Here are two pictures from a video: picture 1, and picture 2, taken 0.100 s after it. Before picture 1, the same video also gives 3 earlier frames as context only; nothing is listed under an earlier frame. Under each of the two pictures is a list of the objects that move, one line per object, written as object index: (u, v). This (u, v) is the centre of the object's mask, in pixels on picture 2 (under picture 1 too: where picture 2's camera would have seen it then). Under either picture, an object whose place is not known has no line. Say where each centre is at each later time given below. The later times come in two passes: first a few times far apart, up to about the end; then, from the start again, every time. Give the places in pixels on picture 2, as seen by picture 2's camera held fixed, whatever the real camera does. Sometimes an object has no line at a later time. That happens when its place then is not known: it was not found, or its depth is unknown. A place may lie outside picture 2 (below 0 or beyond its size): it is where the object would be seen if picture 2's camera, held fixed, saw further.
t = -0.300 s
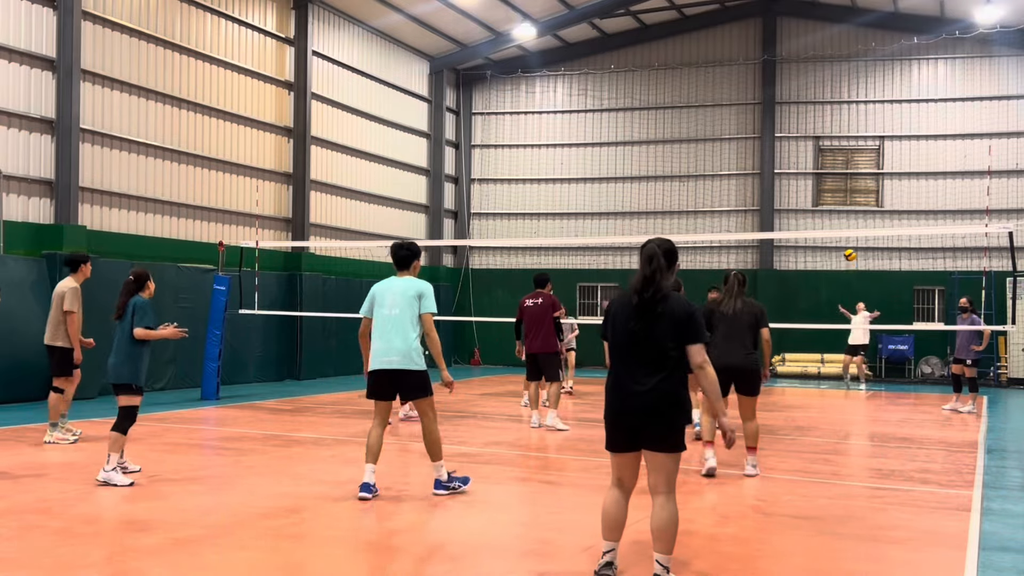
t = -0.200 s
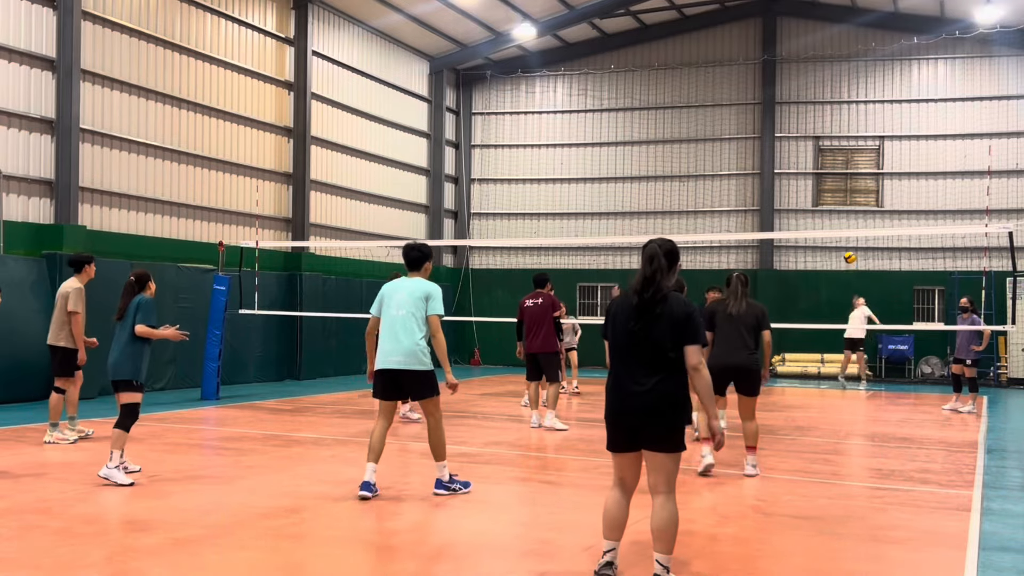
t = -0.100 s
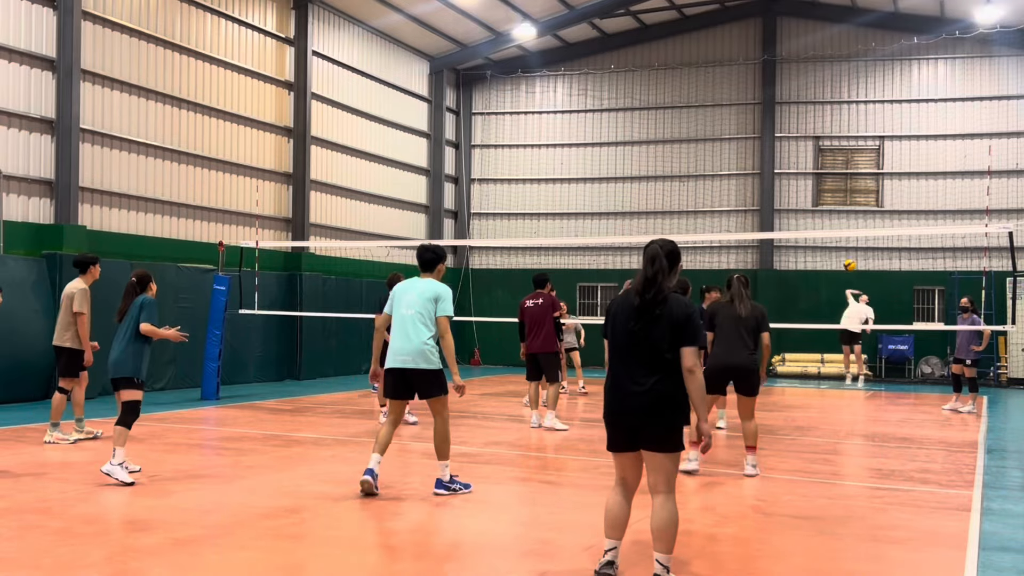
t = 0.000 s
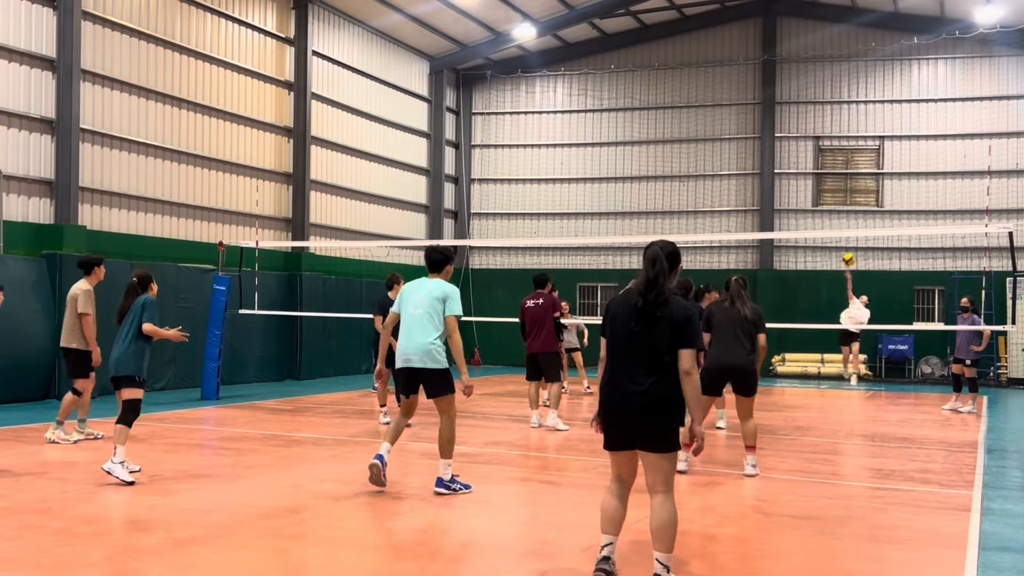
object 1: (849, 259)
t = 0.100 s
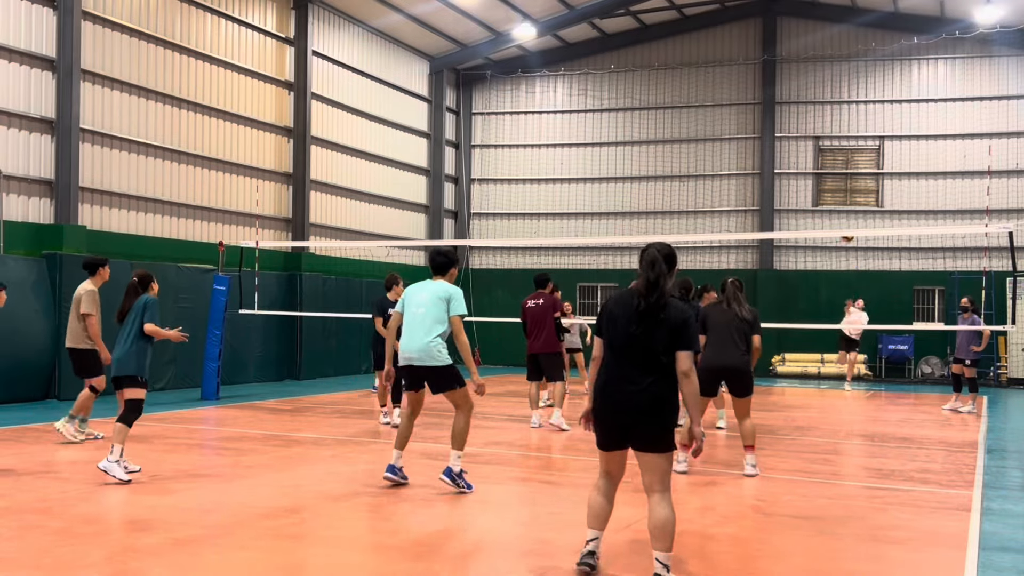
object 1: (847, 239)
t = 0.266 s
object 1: (845, 197)
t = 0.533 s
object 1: (842, 149)
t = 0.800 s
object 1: (833, 135)
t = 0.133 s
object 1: (847, 226)
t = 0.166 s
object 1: (847, 220)
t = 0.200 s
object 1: (846, 212)
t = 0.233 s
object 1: (845, 205)
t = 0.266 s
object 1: (845, 197)
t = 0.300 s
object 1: (845, 189)
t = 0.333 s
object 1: (844, 184)
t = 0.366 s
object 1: (844, 177)
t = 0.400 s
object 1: (844, 171)
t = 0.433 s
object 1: (843, 165)
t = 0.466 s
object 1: (842, 159)
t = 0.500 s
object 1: (842, 154)
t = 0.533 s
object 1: (842, 149)
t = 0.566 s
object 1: (841, 144)
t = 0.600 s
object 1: (840, 140)
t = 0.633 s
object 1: (840, 137)
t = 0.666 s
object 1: (839, 134)
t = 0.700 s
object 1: (838, 133)
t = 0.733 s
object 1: (836, 132)
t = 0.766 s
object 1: (835, 133)
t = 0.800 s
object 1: (833, 135)
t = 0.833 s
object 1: (831, 140)
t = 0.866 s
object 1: (828, 146)
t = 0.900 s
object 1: (825, 155)
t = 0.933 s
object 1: (821, 165)
